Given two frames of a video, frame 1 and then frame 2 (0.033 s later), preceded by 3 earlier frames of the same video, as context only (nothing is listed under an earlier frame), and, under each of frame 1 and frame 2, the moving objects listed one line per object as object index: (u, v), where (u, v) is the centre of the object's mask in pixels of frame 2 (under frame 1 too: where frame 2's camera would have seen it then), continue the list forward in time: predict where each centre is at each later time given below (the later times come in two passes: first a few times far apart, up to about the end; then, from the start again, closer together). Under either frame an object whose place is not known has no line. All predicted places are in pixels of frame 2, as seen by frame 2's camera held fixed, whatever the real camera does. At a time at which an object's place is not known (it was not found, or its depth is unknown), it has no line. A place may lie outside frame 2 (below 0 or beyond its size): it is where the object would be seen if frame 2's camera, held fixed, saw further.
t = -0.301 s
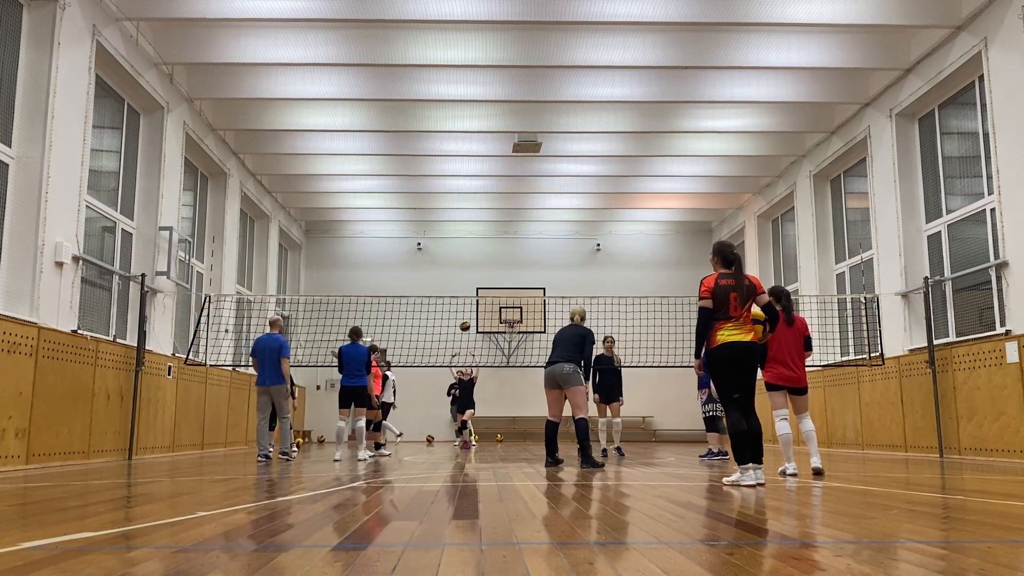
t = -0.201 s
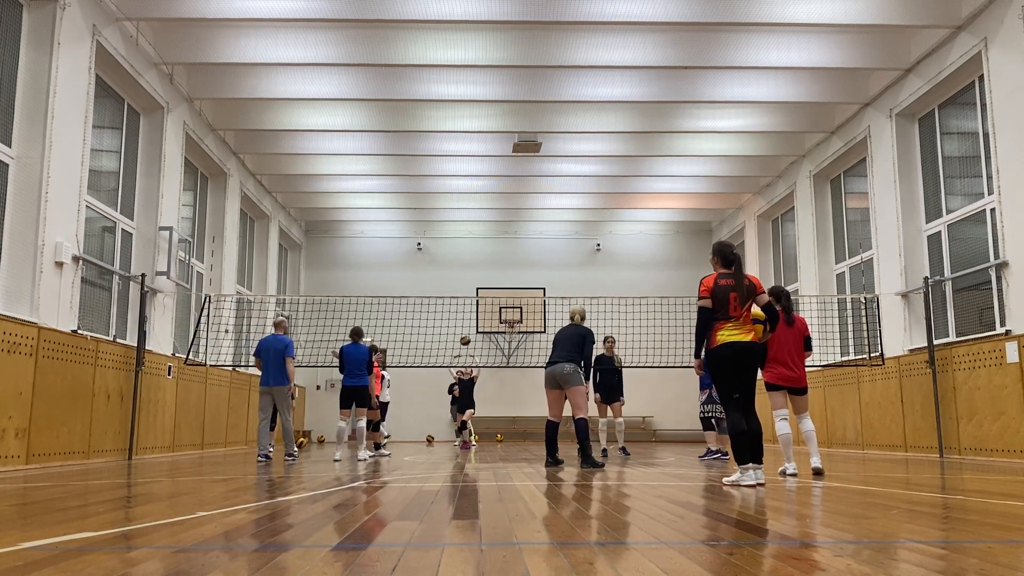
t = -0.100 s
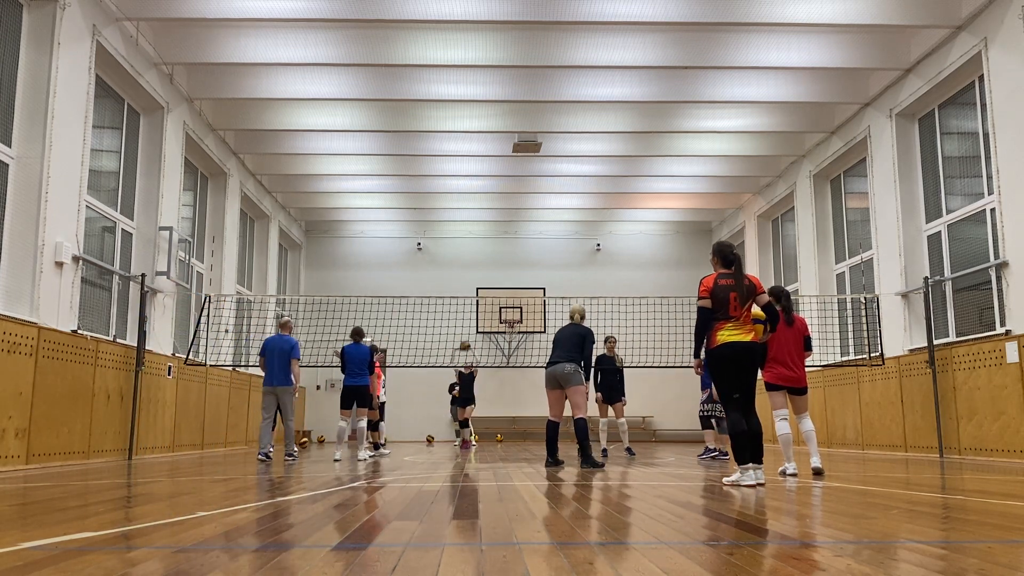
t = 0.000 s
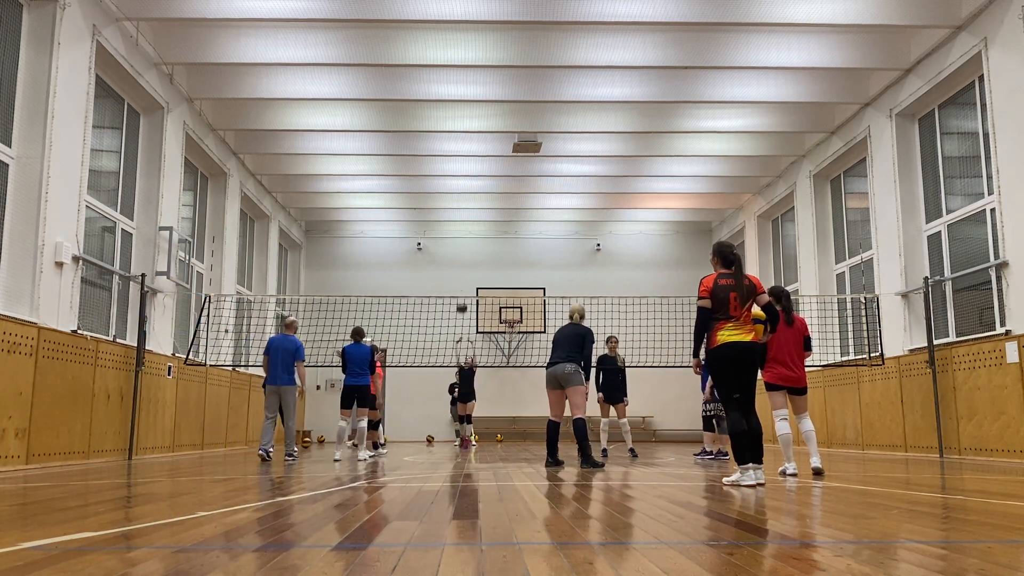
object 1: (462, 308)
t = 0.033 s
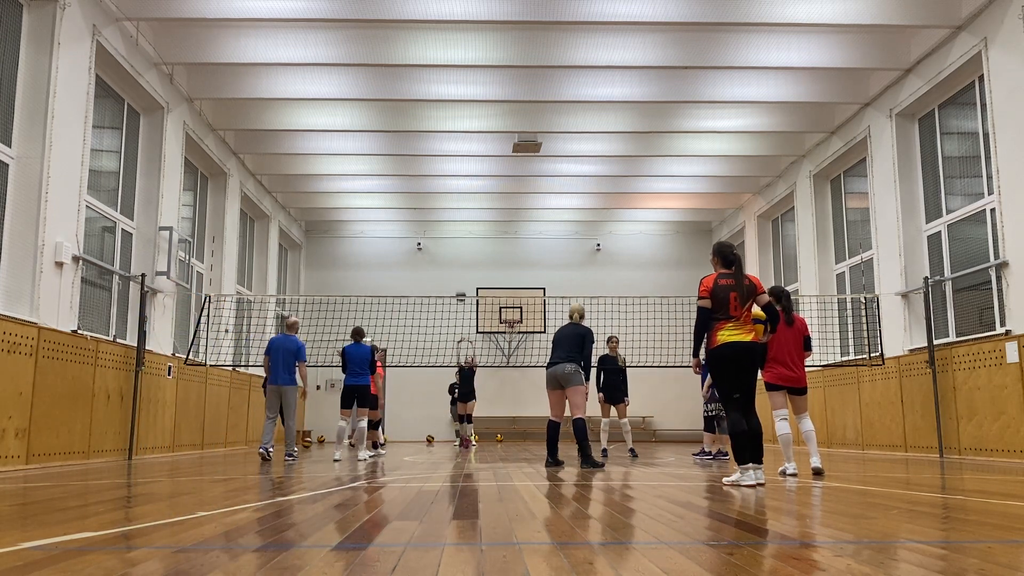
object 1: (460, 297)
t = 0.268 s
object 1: (451, 229)
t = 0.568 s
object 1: (438, 183)
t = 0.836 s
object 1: (424, 183)
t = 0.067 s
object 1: (459, 285)
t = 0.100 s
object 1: (458, 274)
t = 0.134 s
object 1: (457, 264)
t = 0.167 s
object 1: (455, 255)
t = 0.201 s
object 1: (454, 246)
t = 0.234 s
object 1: (453, 237)
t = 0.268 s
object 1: (451, 229)
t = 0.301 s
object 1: (450, 222)
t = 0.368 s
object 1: (447, 209)
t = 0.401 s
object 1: (445, 203)
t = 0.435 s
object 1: (444, 198)
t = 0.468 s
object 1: (442, 194)
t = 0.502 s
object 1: (441, 189)
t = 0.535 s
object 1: (439, 186)
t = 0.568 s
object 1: (438, 183)
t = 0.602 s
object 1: (436, 181)
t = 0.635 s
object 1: (435, 180)
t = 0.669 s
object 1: (433, 179)
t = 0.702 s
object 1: (431, 178)
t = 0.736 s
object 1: (430, 179)
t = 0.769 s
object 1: (428, 179)
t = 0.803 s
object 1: (426, 181)
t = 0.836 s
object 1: (424, 183)
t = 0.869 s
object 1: (422, 186)
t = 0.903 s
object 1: (420, 189)
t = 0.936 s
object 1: (418, 193)
